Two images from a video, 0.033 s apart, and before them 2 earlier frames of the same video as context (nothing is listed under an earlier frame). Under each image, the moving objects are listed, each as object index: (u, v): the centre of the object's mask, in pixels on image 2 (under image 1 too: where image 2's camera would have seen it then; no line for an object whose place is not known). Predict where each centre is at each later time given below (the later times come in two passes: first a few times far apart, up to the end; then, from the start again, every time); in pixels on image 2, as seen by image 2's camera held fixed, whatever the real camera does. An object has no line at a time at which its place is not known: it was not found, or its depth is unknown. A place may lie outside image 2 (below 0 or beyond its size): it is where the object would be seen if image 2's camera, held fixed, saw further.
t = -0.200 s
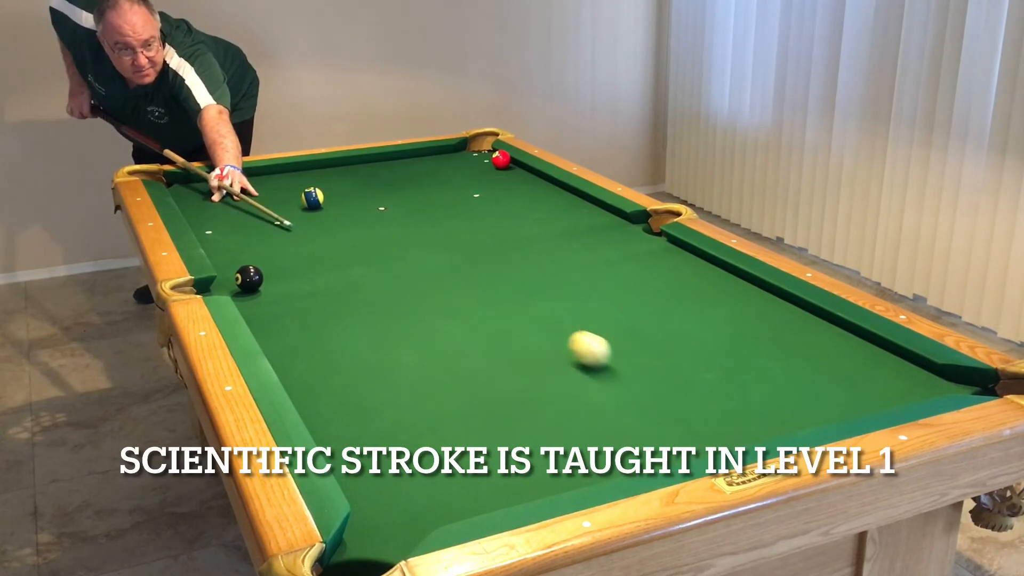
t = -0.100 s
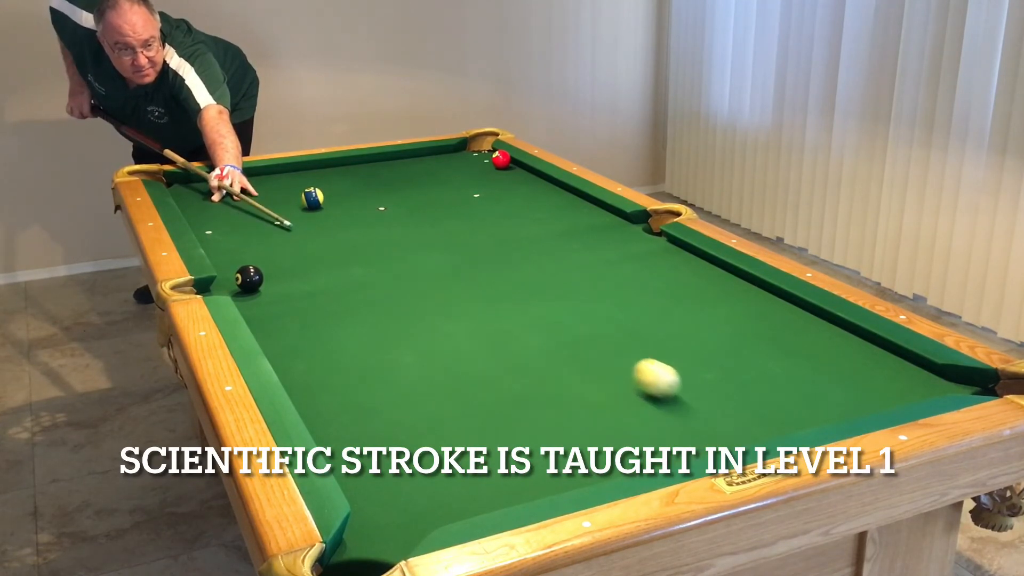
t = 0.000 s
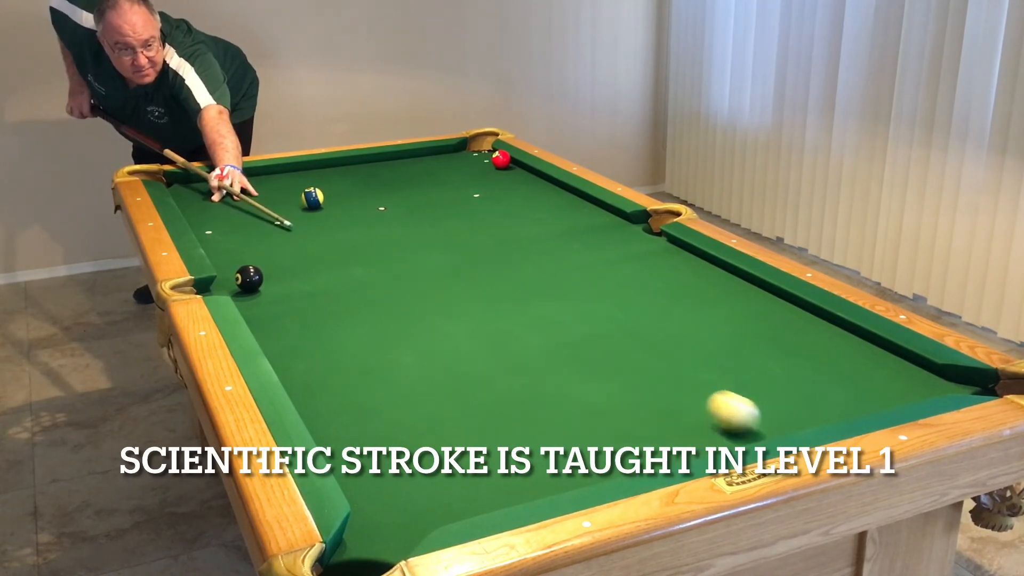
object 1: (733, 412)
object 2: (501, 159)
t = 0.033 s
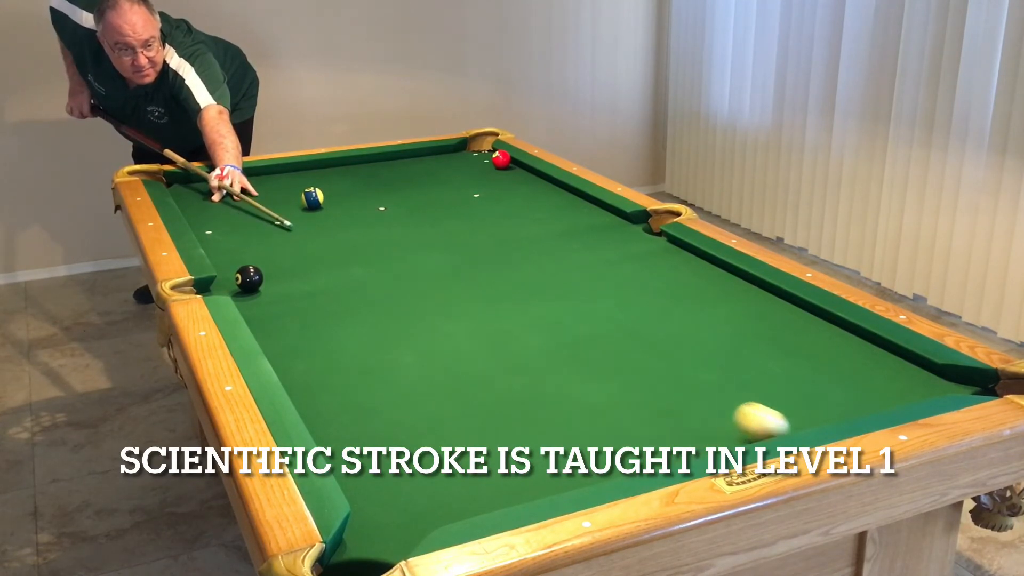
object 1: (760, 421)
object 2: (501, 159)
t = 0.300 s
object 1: (707, 363)
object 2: (501, 159)
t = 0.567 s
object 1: (661, 315)
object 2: (501, 159)
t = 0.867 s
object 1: (621, 272)
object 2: (501, 159)
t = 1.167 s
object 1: (589, 238)
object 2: (501, 159)
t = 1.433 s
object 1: (566, 214)
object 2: (501, 159)
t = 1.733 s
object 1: (544, 191)
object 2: (501, 159)
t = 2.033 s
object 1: (526, 172)
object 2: (501, 159)
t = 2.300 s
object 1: (507, 163)
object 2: (494, 156)
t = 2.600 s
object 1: (497, 161)
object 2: (480, 150)
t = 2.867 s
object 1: (488, 160)
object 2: (467, 144)
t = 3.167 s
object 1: (481, 159)
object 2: (486, 147)
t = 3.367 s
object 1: (477, 158)
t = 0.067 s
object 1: (768, 422)
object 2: (501, 159)
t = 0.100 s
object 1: (756, 413)
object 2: (501, 159)
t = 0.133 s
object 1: (745, 403)
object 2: (501, 159)
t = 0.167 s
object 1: (735, 394)
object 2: (501, 159)
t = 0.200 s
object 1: (727, 385)
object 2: (501, 159)
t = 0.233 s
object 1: (720, 378)
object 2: (501, 159)
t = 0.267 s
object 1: (713, 370)
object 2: (501, 159)
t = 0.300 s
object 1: (707, 363)
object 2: (501, 159)
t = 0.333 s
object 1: (700, 357)
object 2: (501, 159)
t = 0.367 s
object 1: (694, 350)
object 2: (501, 159)
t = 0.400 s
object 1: (688, 344)
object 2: (501, 159)
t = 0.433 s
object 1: (683, 337)
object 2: (501, 159)
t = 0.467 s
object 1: (677, 332)
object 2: (501, 159)
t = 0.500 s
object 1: (672, 326)
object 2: (501, 159)
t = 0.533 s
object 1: (666, 320)
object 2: (501, 159)
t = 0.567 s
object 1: (661, 315)
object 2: (501, 159)
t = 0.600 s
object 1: (656, 309)
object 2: (501, 159)
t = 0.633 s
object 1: (652, 304)
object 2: (501, 159)
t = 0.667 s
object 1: (647, 299)
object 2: (501, 159)
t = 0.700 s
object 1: (642, 294)
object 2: (501, 159)
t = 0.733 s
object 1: (637, 290)
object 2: (501, 159)
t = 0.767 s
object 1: (633, 285)
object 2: (501, 159)
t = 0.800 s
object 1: (629, 280)
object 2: (501, 159)
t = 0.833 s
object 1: (625, 276)
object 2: (501, 159)
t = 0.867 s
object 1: (621, 272)
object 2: (501, 159)
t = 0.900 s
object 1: (617, 268)
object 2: (501, 159)
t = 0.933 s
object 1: (613, 264)
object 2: (501, 159)
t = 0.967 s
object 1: (609, 260)
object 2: (501, 159)
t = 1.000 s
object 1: (606, 256)
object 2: (501, 159)
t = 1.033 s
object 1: (602, 252)
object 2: (501, 159)
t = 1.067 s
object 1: (599, 249)
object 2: (501, 159)
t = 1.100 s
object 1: (596, 245)
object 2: (501, 159)
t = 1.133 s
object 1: (592, 242)
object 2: (501, 159)
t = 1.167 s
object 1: (589, 238)
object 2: (501, 159)
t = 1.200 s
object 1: (586, 235)
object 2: (501, 159)
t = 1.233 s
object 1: (583, 232)
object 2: (501, 159)
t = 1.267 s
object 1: (580, 229)
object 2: (501, 159)
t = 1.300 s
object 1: (577, 225)
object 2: (501, 159)
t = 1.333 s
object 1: (574, 222)
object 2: (501, 159)
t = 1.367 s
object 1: (571, 220)
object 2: (501, 159)
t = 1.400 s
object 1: (569, 217)
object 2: (501, 159)
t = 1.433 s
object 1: (566, 214)
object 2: (501, 159)
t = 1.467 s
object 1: (563, 211)
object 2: (501, 159)
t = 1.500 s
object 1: (560, 208)
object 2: (501, 159)
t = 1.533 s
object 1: (558, 206)
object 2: (501, 159)
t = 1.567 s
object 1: (556, 203)
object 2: (501, 159)
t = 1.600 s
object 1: (554, 201)
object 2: (501, 159)
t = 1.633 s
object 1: (551, 198)
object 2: (501, 159)
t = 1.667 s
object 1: (549, 196)
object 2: (501, 159)
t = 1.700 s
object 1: (546, 193)
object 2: (501, 159)
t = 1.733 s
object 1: (544, 191)
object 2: (501, 159)
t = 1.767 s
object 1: (542, 189)
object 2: (501, 159)
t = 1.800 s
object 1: (539, 187)
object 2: (501, 159)
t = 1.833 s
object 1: (537, 184)
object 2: (501, 159)
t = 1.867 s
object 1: (535, 182)
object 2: (501, 159)
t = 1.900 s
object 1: (534, 180)
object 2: (501, 159)
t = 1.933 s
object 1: (531, 178)
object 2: (501, 159)
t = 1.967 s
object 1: (529, 176)
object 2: (501, 159)
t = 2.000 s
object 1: (528, 174)
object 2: (501, 159)
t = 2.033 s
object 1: (526, 172)
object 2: (501, 159)
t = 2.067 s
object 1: (524, 170)
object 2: (501, 159)
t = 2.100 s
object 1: (522, 168)
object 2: (501, 159)
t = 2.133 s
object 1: (519, 167)
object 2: (501, 159)
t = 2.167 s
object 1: (515, 165)
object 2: (500, 159)
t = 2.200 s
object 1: (512, 164)
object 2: (499, 158)
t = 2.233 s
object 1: (509, 163)
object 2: (497, 157)
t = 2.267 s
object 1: (508, 163)
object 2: (495, 157)
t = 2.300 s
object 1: (507, 163)
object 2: (494, 156)
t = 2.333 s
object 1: (506, 163)
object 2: (492, 155)
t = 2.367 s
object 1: (505, 163)
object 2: (491, 154)
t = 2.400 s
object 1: (504, 162)
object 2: (489, 154)
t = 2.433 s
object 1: (502, 162)
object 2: (487, 153)
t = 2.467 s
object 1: (501, 162)
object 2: (486, 152)
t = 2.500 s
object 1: (500, 162)
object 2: (485, 152)
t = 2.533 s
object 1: (499, 162)
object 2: (483, 151)
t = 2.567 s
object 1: (497, 161)
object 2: (482, 150)
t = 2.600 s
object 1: (497, 161)
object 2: (480, 150)
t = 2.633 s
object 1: (495, 161)
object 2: (478, 149)
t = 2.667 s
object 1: (494, 161)
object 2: (477, 148)
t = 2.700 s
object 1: (493, 161)
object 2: (475, 147)
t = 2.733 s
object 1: (492, 161)
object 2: (474, 146)
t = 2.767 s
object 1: (491, 160)
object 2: (472, 146)
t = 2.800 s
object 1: (490, 160)
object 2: (471, 145)
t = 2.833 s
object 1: (489, 160)
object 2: (469, 144)
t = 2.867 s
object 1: (488, 160)
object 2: (467, 144)
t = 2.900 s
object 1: (487, 160)
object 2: (469, 144)
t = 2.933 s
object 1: (487, 159)
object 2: (471, 143)
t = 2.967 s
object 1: (486, 159)
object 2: (473, 143)
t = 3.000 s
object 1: (485, 159)
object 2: (475, 143)
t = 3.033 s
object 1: (484, 159)
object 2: (476, 143)
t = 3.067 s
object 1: (483, 159)
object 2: (477, 143)
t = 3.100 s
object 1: (482, 159)
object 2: (481, 143)
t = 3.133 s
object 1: (482, 159)
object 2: (483, 144)
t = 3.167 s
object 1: (481, 159)
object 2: (486, 147)
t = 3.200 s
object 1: (480, 159)
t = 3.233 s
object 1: (479, 158)
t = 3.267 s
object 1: (479, 158)
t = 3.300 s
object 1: (478, 158)
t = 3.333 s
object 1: (478, 158)
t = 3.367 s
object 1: (477, 158)
